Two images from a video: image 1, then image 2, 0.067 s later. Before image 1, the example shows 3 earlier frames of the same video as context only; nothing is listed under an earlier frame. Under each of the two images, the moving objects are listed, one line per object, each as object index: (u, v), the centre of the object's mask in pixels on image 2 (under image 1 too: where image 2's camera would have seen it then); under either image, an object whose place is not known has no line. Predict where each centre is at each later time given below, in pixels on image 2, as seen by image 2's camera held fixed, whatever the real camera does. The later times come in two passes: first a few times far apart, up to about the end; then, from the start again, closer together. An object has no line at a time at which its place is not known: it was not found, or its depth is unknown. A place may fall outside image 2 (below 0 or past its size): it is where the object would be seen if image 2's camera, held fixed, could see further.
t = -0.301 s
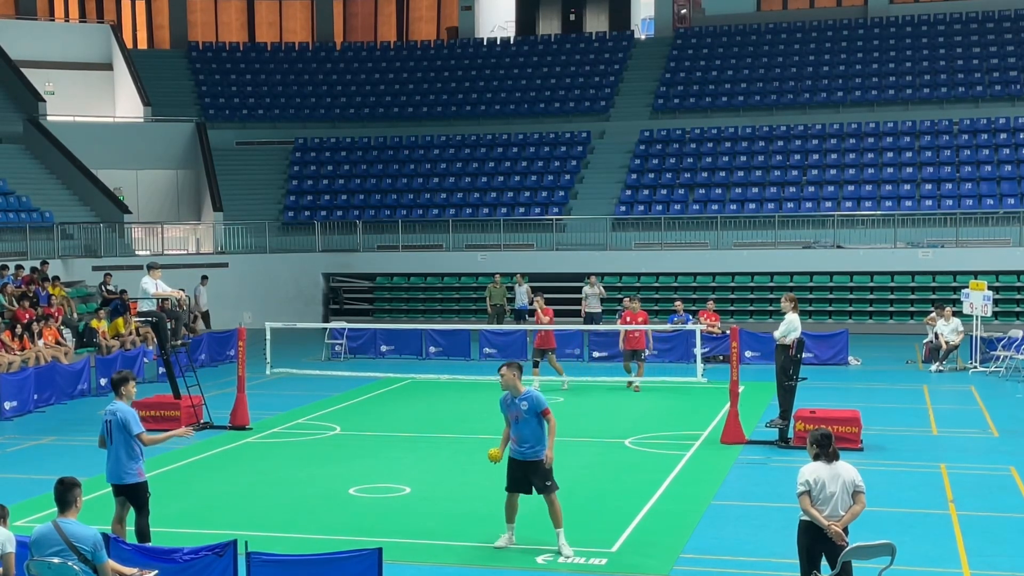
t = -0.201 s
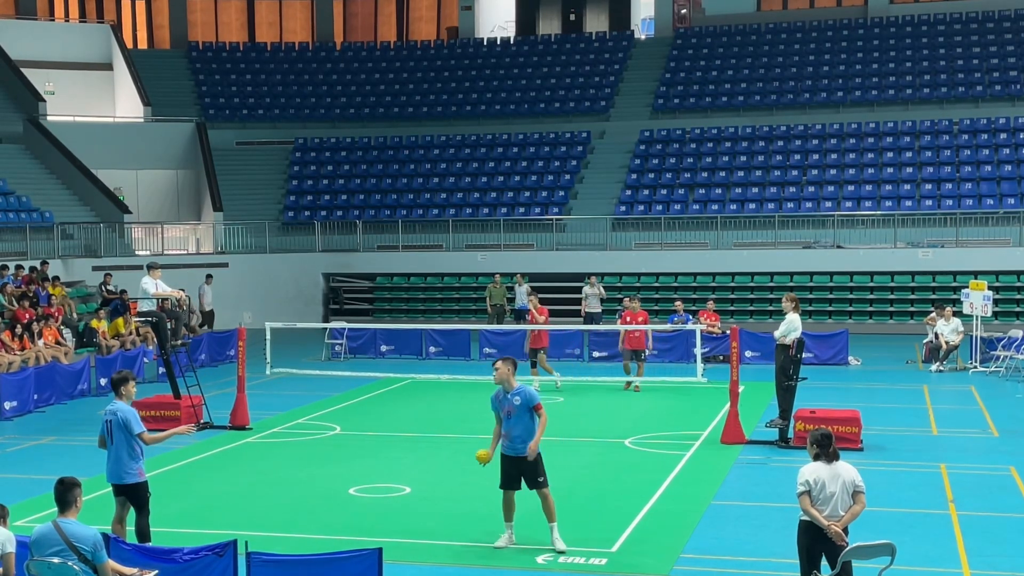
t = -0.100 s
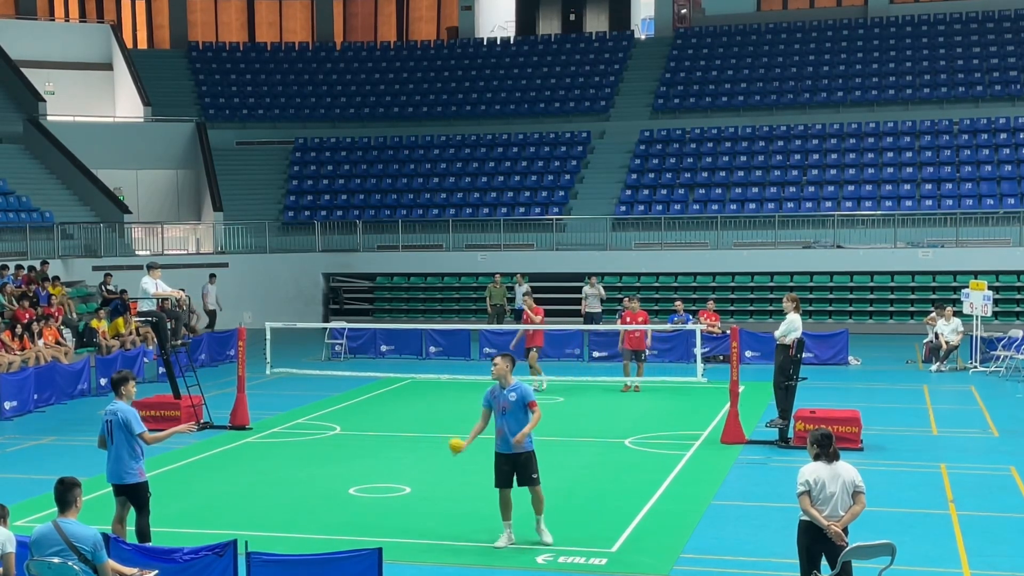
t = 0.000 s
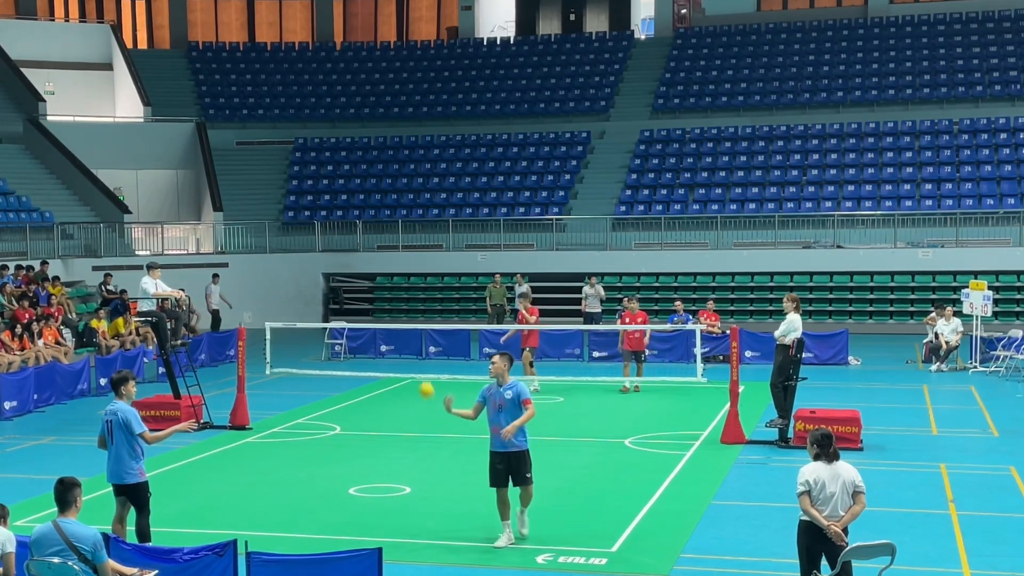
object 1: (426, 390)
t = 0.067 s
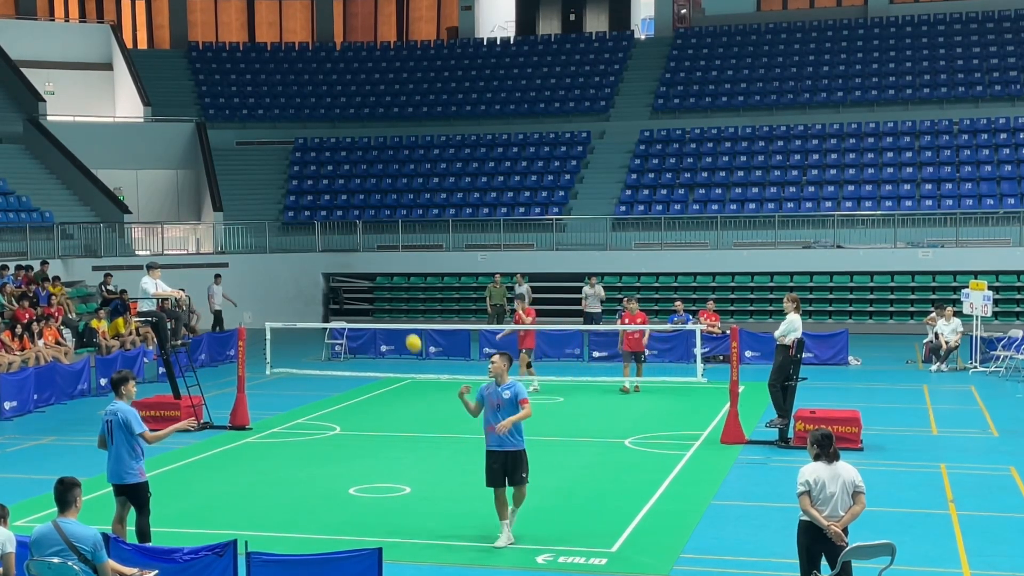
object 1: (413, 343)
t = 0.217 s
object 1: (383, 253)
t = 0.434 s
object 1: (339, 168)
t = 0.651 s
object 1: (294, 133)
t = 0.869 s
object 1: (249, 153)
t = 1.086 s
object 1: (207, 227)
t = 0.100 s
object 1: (407, 321)
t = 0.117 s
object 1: (403, 311)
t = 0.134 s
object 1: (400, 301)
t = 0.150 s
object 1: (397, 291)
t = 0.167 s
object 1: (393, 282)
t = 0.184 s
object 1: (390, 272)
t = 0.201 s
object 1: (387, 262)
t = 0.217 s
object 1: (383, 253)
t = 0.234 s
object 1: (380, 246)
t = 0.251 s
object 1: (376, 238)
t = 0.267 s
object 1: (373, 230)
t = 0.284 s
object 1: (370, 222)
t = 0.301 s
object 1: (367, 215)
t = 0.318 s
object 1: (363, 208)
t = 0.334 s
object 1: (360, 202)
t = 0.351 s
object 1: (356, 195)
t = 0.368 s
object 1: (353, 189)
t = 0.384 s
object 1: (349, 183)
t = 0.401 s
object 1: (346, 178)
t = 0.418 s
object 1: (342, 173)
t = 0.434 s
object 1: (339, 168)
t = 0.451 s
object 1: (335, 164)
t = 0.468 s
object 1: (332, 159)
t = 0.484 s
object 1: (328, 155)
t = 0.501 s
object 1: (325, 152)
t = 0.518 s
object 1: (322, 149)
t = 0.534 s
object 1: (318, 146)
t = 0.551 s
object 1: (314, 143)
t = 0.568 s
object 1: (311, 141)
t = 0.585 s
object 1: (308, 138)
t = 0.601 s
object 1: (304, 137)
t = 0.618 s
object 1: (301, 135)
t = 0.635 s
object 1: (297, 134)
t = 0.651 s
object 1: (294, 133)
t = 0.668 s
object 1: (290, 133)
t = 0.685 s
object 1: (287, 133)
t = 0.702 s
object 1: (283, 133)
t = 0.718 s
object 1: (280, 134)
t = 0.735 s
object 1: (276, 134)
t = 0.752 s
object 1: (273, 135)
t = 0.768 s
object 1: (270, 137)
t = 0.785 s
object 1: (266, 139)
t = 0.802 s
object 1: (263, 141)
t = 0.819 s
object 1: (260, 143)
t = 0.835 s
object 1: (256, 146)
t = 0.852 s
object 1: (253, 149)
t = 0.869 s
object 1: (249, 153)
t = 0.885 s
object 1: (246, 157)
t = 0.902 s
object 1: (243, 160)
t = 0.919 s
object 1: (239, 165)
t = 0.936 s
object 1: (236, 170)
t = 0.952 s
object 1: (233, 175)
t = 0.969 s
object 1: (229, 180)
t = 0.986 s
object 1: (226, 186)
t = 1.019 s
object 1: (220, 199)
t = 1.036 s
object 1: (216, 205)
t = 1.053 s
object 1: (213, 212)
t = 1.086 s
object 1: (207, 227)
